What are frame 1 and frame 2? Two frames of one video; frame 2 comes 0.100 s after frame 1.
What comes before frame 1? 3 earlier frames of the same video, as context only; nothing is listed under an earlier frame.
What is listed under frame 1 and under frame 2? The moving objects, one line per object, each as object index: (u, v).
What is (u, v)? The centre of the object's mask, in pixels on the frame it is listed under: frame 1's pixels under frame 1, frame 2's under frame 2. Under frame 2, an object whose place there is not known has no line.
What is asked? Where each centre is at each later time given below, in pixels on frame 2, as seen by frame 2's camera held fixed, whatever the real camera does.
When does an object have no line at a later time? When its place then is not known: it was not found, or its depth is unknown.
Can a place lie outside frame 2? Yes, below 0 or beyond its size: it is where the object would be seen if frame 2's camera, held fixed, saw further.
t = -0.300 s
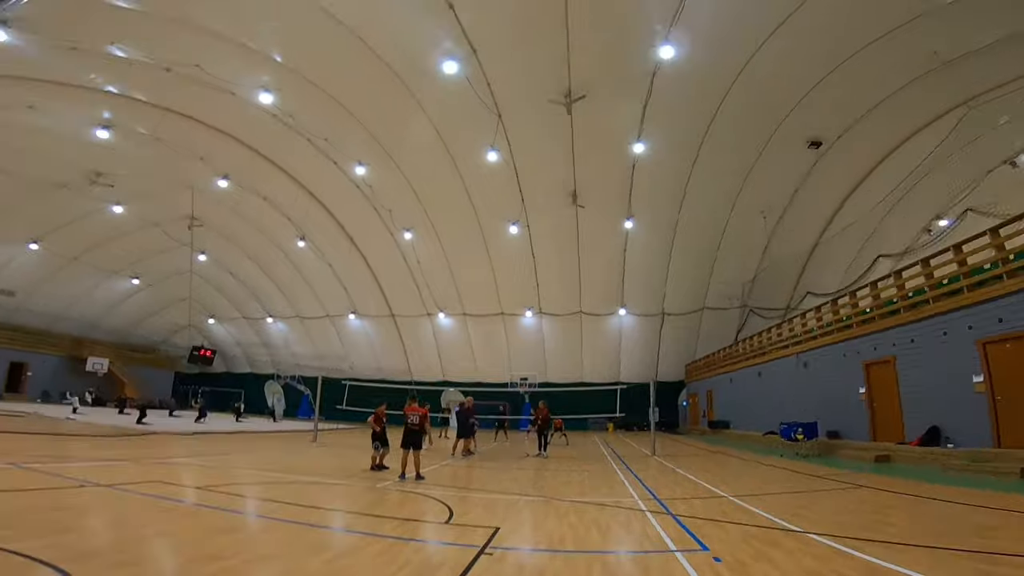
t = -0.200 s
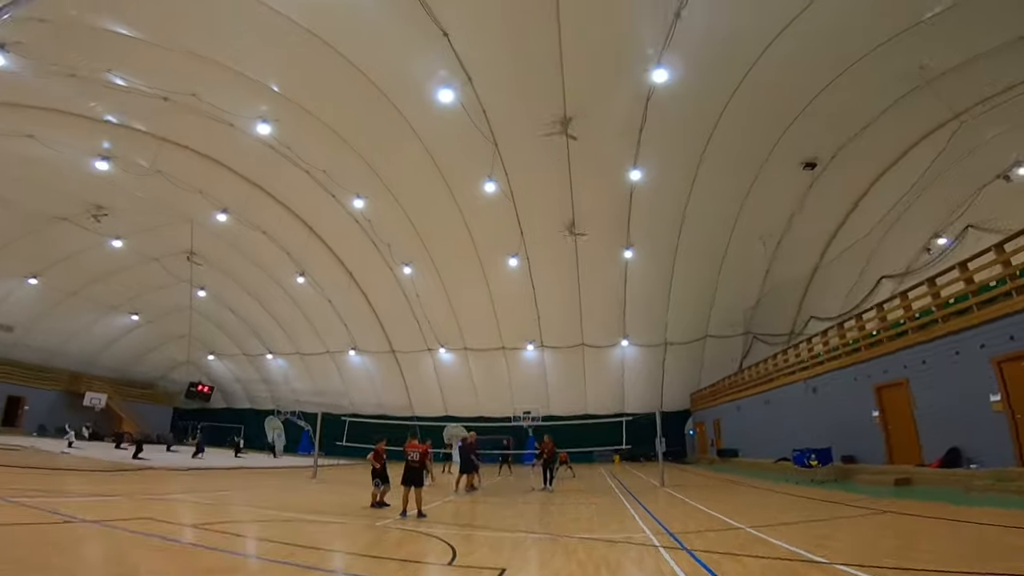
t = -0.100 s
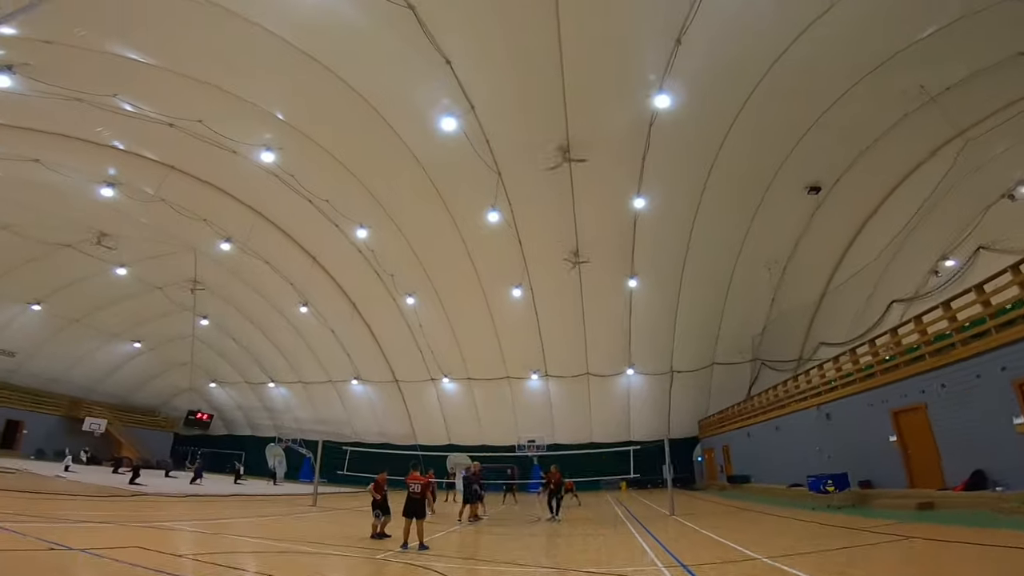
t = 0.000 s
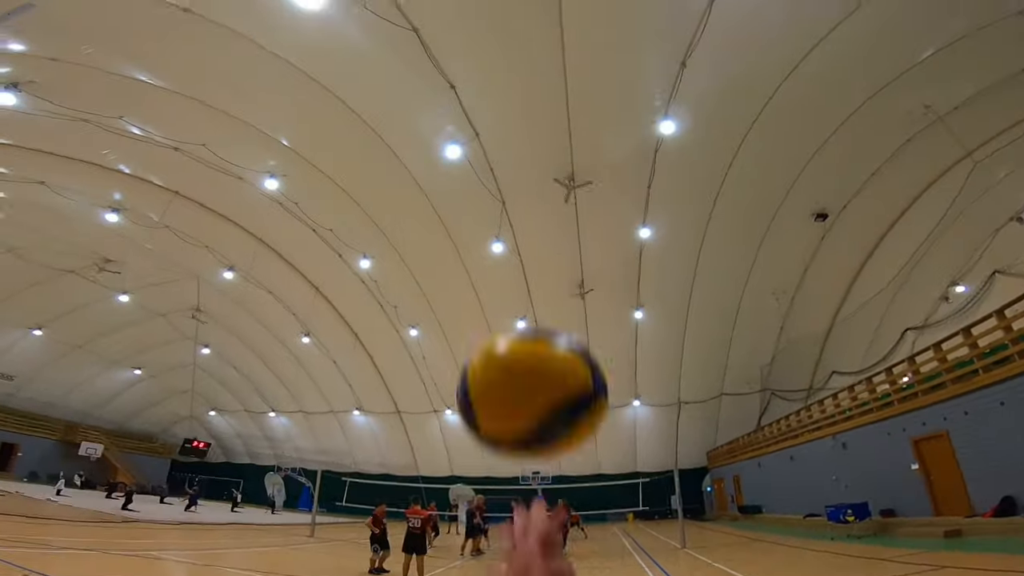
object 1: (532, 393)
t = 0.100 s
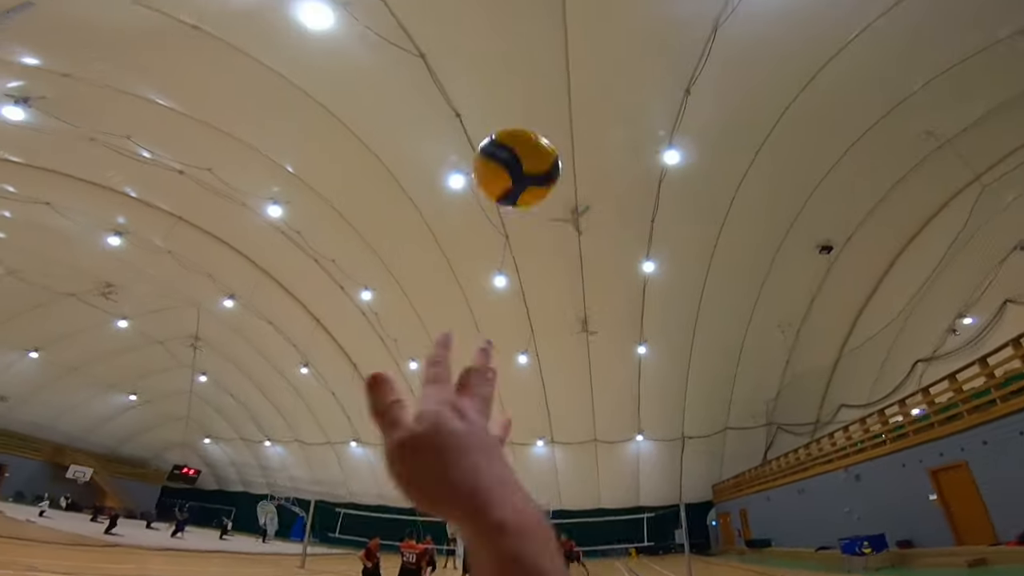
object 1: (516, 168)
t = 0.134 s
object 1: (513, 136)
